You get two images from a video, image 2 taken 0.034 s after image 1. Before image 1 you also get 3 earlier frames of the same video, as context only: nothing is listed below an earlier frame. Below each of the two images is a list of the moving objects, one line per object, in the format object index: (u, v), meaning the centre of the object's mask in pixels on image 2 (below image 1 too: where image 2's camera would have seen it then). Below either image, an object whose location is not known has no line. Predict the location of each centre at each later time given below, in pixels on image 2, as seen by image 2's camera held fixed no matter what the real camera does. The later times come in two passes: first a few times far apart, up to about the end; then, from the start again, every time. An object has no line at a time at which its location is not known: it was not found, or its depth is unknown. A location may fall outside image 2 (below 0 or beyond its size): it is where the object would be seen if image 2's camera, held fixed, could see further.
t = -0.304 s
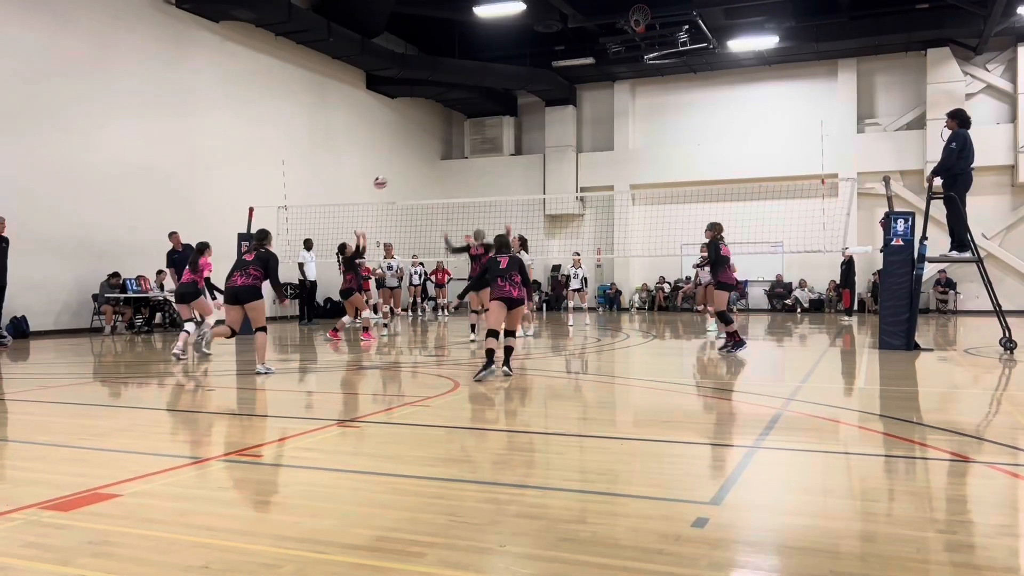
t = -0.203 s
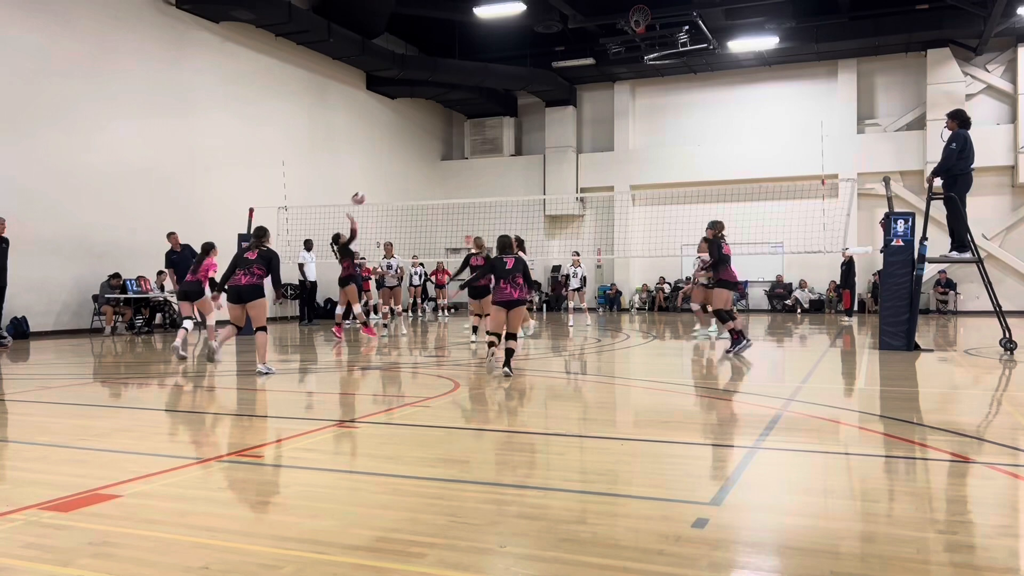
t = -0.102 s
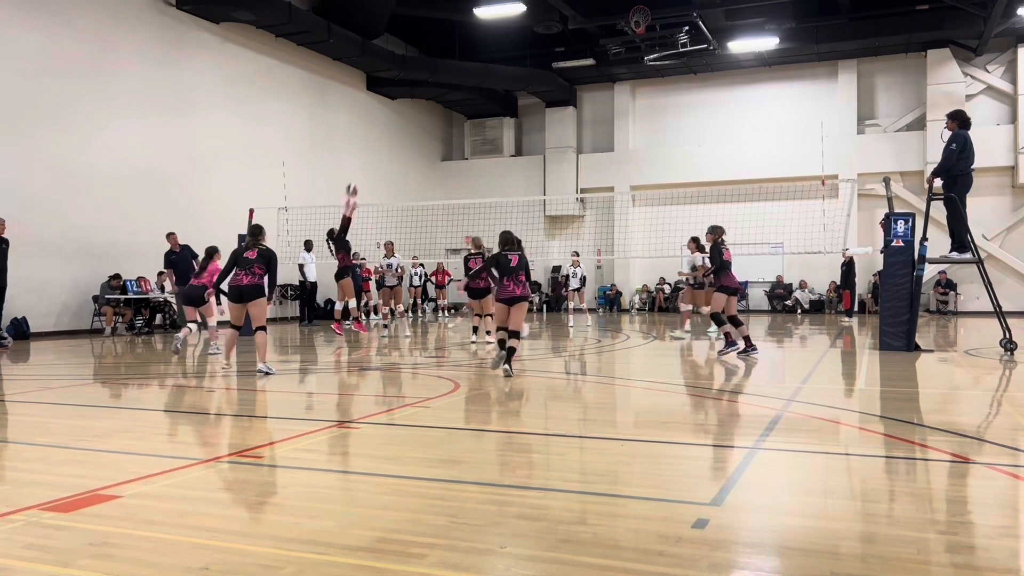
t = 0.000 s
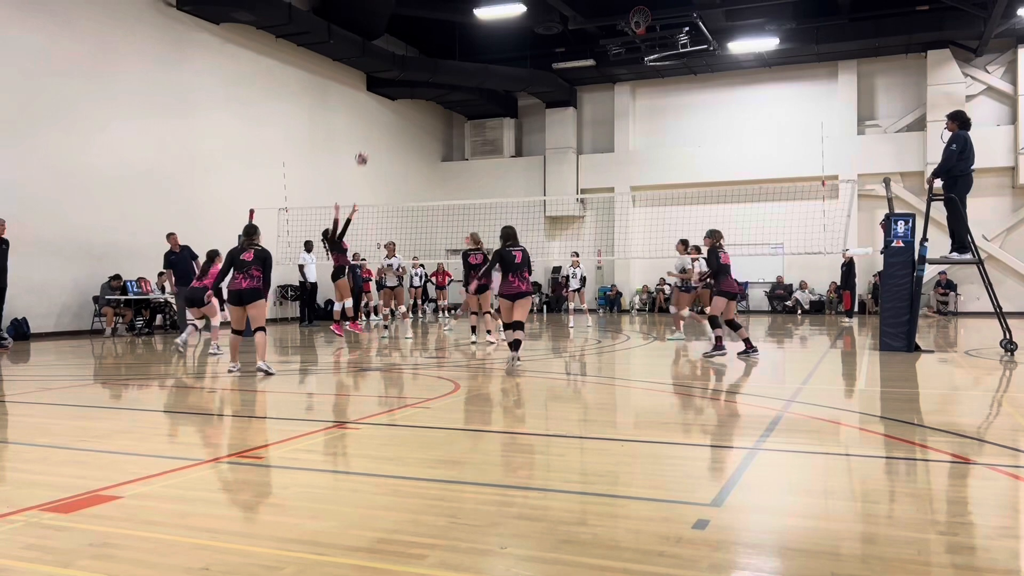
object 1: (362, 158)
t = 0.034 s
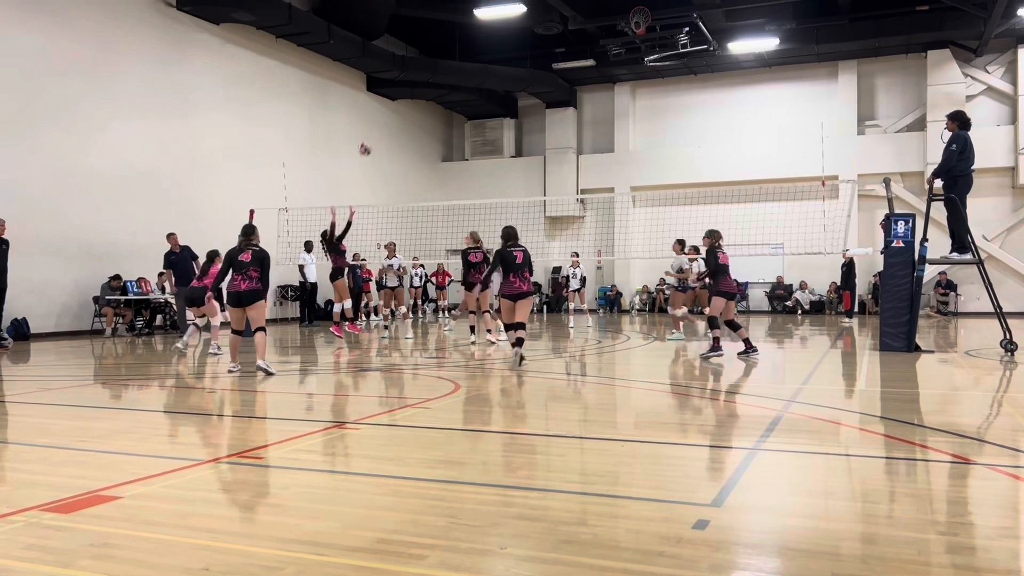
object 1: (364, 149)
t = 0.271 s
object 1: (389, 99)
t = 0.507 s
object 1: (412, 85)
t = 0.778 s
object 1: (442, 114)
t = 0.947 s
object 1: (460, 158)
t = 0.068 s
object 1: (369, 139)
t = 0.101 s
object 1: (372, 131)
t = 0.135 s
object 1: (375, 124)
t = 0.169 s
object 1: (378, 117)
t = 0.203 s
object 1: (382, 110)
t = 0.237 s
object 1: (385, 104)
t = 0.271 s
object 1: (389, 99)
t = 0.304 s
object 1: (392, 94)
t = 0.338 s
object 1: (395, 92)
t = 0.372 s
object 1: (399, 89)
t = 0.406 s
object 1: (402, 87)
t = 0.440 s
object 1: (405, 84)
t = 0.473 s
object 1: (409, 85)
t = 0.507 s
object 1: (412, 85)
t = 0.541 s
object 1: (416, 86)
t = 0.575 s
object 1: (420, 88)
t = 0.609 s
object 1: (423, 90)
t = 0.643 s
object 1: (427, 93)
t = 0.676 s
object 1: (430, 97)
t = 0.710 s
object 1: (434, 102)
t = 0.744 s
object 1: (438, 107)
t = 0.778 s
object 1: (442, 114)
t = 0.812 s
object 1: (445, 121)
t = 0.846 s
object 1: (449, 129)
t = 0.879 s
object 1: (453, 139)
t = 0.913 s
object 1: (457, 148)
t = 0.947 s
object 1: (460, 158)
